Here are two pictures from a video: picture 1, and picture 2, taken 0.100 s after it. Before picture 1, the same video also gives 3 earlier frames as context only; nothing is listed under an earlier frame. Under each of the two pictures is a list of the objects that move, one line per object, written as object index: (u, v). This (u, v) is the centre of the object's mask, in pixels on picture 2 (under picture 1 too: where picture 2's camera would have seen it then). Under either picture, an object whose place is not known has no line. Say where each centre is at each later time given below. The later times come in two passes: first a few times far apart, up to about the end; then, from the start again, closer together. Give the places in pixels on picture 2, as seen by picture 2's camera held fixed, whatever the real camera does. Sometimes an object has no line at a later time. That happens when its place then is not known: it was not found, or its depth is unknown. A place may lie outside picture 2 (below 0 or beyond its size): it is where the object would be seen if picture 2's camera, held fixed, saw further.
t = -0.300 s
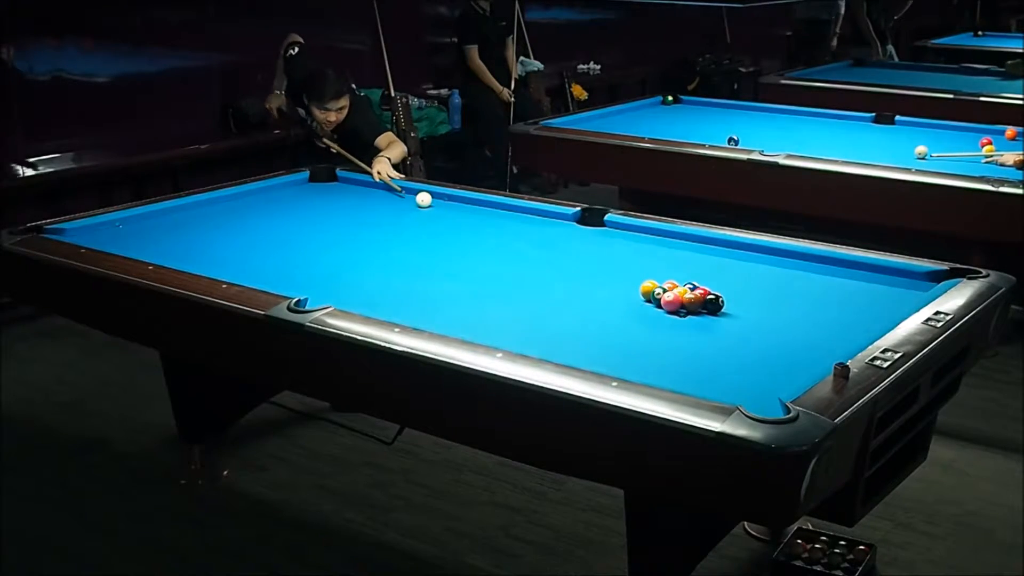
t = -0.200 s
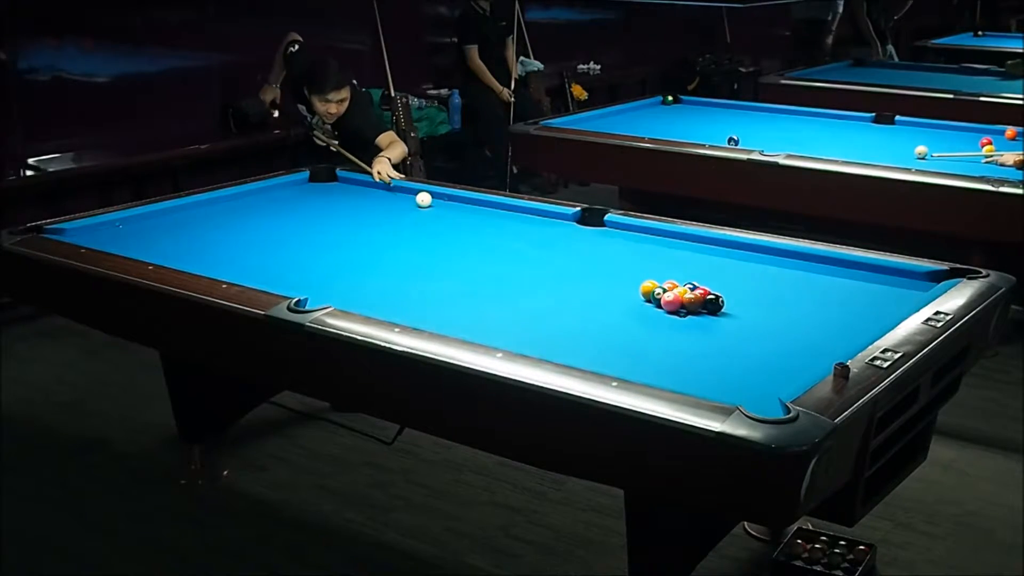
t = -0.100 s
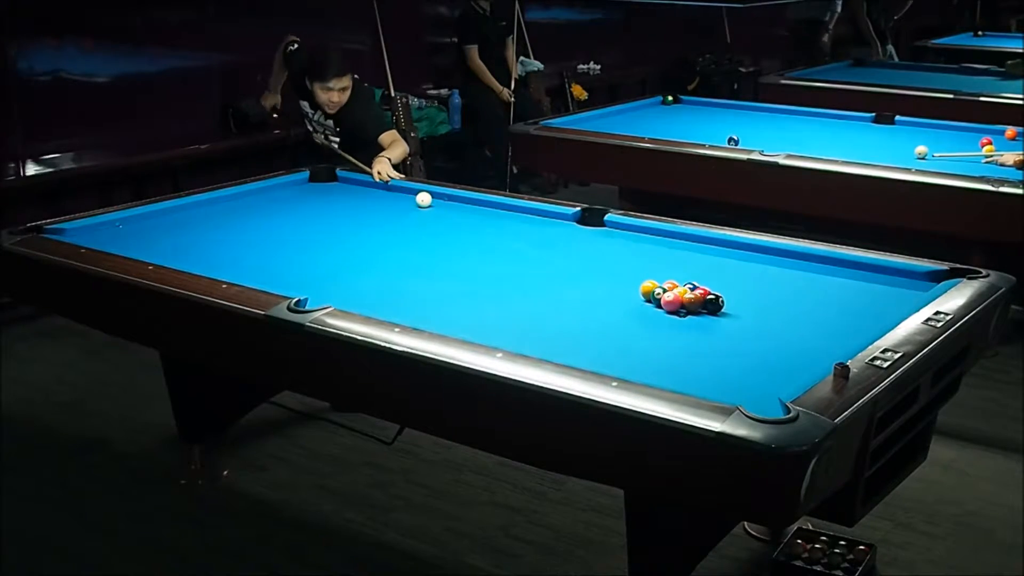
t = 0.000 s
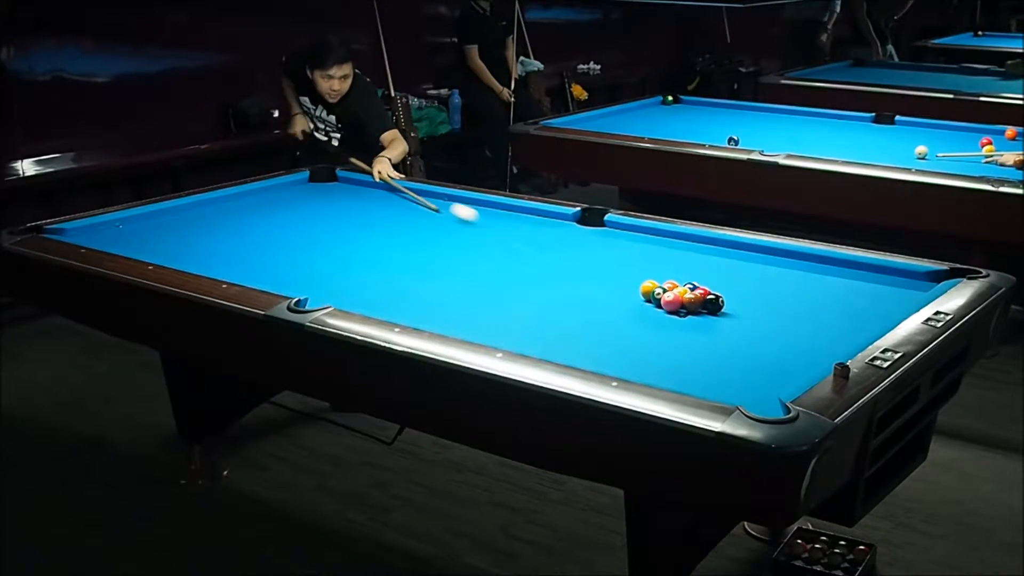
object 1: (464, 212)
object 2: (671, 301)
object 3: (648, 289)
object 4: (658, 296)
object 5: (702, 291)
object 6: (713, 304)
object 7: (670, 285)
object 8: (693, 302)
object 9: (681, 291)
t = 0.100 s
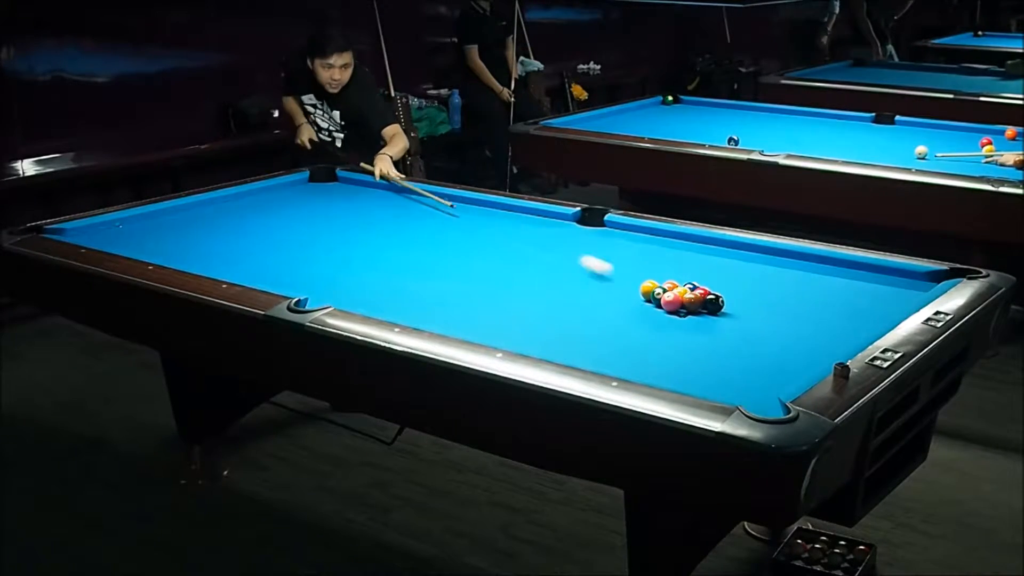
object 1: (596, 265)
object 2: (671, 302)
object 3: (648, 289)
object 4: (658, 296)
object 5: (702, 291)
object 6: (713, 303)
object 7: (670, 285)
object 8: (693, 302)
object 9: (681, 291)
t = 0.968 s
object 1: (702, 259)
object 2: (795, 265)
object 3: (323, 297)
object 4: (513, 315)
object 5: (719, 265)
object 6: (900, 286)
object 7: (682, 275)
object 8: (828, 342)
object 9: (696, 299)
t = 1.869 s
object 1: (670, 242)
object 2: (535, 242)
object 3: (350, 256)
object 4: (527, 263)
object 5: (680, 251)
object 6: (839, 274)
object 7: (575, 299)
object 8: (757, 335)
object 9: (696, 299)
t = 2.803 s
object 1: (597, 248)
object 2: (358, 215)
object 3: (371, 227)
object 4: (538, 227)
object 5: (662, 244)
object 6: (764, 277)
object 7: (455, 324)
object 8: (695, 328)
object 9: (696, 299)
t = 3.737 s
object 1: (545, 251)
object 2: (231, 197)
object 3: (387, 207)
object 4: (518, 215)
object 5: (658, 242)
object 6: (713, 278)
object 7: (486, 303)
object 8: (663, 324)
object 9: (696, 299)
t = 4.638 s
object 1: (516, 254)
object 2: (255, 214)
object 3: (397, 193)
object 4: (482, 217)
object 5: (658, 242)
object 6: (687, 279)
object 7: (504, 290)
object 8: (659, 323)
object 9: (696, 299)
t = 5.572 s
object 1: (507, 255)
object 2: (275, 230)
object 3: (390, 189)
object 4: (463, 218)
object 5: (658, 242)
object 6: (682, 279)
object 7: (514, 284)
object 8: (659, 323)
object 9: (696, 299)
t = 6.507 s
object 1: (507, 255)
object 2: (289, 242)
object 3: (385, 190)
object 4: (460, 218)
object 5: (658, 242)
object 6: (682, 279)
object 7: (514, 284)
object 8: (659, 323)
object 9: (696, 299)
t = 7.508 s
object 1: (507, 255)
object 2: (296, 250)
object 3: (384, 190)
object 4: (460, 218)
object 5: (658, 242)
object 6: (682, 279)
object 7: (514, 284)
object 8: (659, 323)
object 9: (696, 299)
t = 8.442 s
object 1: (507, 255)
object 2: (295, 253)
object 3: (384, 190)
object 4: (460, 218)
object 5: (658, 242)
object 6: (682, 279)
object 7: (514, 284)
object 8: (659, 323)
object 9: (696, 299)
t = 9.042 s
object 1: (507, 255)
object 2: (295, 253)
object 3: (384, 190)
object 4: (460, 218)
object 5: (658, 242)
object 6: (682, 279)
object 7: (514, 284)
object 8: (659, 323)
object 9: (696, 299)
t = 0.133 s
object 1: (638, 278)
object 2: (672, 304)
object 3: (645, 289)
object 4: (657, 296)
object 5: (705, 291)
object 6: (715, 303)
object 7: (670, 285)
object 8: (694, 302)
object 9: (681, 292)
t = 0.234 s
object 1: (645, 278)
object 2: (686, 368)
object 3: (601, 292)
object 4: (624, 308)
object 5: (754, 299)
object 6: (816, 310)
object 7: (671, 288)
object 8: (712, 308)
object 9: (684, 297)
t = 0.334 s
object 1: (651, 274)
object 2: (761, 372)
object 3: (561, 293)
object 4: (592, 318)
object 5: (795, 301)
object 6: (873, 314)
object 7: (673, 286)
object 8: (727, 313)
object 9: (687, 297)
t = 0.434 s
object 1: (660, 271)
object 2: (823, 349)
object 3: (523, 293)
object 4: (562, 327)
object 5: (811, 299)
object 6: (854, 306)
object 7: (675, 284)
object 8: (743, 317)
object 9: (689, 297)
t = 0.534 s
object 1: (668, 267)
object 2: (828, 323)
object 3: (485, 294)
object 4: (532, 336)
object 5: (782, 291)
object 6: (884, 305)
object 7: (676, 283)
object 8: (758, 322)
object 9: (692, 298)
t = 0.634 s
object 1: (676, 264)
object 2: (833, 302)
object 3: (447, 295)
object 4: (504, 339)
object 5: (762, 284)
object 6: (903, 301)
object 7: (677, 281)
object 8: (774, 327)
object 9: (693, 298)
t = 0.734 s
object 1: (685, 263)
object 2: (837, 284)
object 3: (410, 295)
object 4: (509, 332)
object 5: (749, 278)
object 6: (902, 297)
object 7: (679, 279)
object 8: (790, 331)
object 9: (694, 298)
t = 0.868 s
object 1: (695, 261)
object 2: (842, 263)
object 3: (360, 297)
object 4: (512, 323)
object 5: (732, 271)
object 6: (901, 291)
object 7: (681, 277)
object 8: (811, 337)
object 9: (695, 299)
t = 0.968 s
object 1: (702, 259)
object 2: (795, 265)
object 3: (323, 297)
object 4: (513, 315)
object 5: (719, 265)
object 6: (900, 286)
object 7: (682, 275)
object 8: (828, 342)
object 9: (696, 299)
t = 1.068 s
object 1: (703, 254)
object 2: (749, 266)
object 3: (322, 293)
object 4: (515, 308)
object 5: (712, 263)
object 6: (899, 282)
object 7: (683, 274)
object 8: (837, 344)
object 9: (696, 299)
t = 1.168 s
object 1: (707, 249)
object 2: (706, 267)
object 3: (327, 288)
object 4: (517, 302)
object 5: (708, 256)
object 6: (898, 277)
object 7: (684, 272)
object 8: (827, 344)
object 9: (696, 299)
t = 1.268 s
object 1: (710, 246)
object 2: (679, 263)
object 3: (330, 283)
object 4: (519, 295)
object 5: (703, 259)
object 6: (897, 273)
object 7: (669, 276)
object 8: (815, 343)
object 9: (696, 299)
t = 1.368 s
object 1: (711, 243)
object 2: (653, 259)
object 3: (334, 278)
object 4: (520, 289)
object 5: (698, 258)
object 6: (889, 273)
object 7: (652, 280)
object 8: (805, 341)
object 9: (696, 299)
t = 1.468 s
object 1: (709, 241)
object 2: (628, 256)
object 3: (338, 273)
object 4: (522, 283)
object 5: (694, 256)
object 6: (879, 273)
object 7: (637, 284)
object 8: (794, 340)
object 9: (696, 299)
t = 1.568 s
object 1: (700, 241)
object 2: (604, 252)
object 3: (341, 269)
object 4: (523, 278)
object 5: (690, 255)
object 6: (868, 273)
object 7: (621, 287)
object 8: (785, 339)
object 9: (696, 299)
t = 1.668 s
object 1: (690, 240)
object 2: (580, 248)
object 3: (344, 264)
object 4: (524, 273)
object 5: (686, 254)
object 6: (858, 273)
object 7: (606, 291)
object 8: (775, 338)
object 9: (696, 299)
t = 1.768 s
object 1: (679, 240)
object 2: (557, 245)
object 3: (347, 260)
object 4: (526, 268)
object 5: (683, 253)
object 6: (848, 274)
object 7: (590, 295)
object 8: (766, 336)
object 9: (696, 299)
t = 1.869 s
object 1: (670, 242)
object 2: (535, 242)
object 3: (350, 256)
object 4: (527, 263)
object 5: (680, 251)
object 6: (839, 274)
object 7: (575, 299)
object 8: (757, 335)
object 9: (696, 299)
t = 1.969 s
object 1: (661, 244)
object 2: (514, 238)
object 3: (353, 253)
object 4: (529, 258)
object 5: (677, 250)
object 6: (830, 274)
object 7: (559, 302)
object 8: (749, 334)
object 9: (696, 299)
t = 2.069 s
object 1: (653, 244)
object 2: (493, 235)
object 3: (355, 249)
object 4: (530, 254)
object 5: (674, 249)
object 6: (821, 274)
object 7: (544, 306)
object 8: (741, 333)
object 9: (696, 299)
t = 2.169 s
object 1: (645, 245)
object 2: (473, 232)
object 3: (358, 246)
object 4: (531, 250)
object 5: (672, 248)
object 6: (812, 275)
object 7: (528, 310)
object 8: (734, 332)
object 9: (696, 299)
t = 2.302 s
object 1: (634, 245)
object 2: (447, 229)
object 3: (361, 241)
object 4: (533, 245)
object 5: (669, 247)
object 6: (801, 276)
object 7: (507, 315)
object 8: (724, 331)
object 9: (696, 299)
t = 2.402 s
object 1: (626, 246)
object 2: (428, 226)
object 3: (363, 238)
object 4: (534, 241)
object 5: (667, 246)
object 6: (793, 276)
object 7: (492, 319)
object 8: (717, 330)
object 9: (696, 299)
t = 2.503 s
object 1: (618, 246)
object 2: (410, 223)
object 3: (365, 235)
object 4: (535, 237)
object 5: (666, 245)
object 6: (785, 276)
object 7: (476, 323)
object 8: (711, 329)
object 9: (696, 299)
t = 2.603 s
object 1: (611, 247)
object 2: (392, 220)
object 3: (368, 232)
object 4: (537, 234)
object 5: (664, 245)
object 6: (778, 276)
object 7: (461, 325)
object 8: (705, 329)
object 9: (696, 299)
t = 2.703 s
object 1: (604, 247)
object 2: (376, 216)
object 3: (370, 229)
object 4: (537, 230)
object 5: (663, 244)
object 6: (770, 277)
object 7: (450, 325)
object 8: (700, 328)
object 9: (696, 299)
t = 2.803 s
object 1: (597, 248)
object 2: (358, 215)
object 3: (371, 227)
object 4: (538, 227)
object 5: (662, 244)
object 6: (764, 277)
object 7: (455, 324)
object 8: (695, 328)
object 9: (696, 299)
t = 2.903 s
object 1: (591, 248)
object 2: (342, 213)
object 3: (373, 224)
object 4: (539, 224)
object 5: (661, 243)
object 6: (757, 277)
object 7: (458, 322)
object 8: (690, 327)
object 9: (696, 299)
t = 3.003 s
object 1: (584, 249)
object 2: (326, 210)
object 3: (375, 222)
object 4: (541, 221)
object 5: (660, 243)
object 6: (751, 277)
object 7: (462, 320)
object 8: (685, 327)
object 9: (696, 299)
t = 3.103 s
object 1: (578, 249)
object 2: (311, 208)
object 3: (377, 220)
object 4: (541, 218)
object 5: (659, 243)
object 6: (745, 277)
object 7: (466, 317)
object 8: (681, 326)
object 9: (696, 299)
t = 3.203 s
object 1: (572, 250)
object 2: (296, 206)
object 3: (378, 217)
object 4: (542, 215)
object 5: (659, 243)
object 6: (739, 277)
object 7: (469, 315)
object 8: (677, 326)
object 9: (696, 299)
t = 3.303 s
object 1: (567, 250)
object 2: (282, 204)
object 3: (380, 215)
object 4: (542, 213)
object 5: (658, 242)
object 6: (733, 277)
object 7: (473, 312)
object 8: (674, 325)
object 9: (696, 299)
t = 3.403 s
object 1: (561, 250)
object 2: (267, 202)
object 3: (381, 213)
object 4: (536, 214)
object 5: (658, 242)
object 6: (728, 278)
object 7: (476, 310)
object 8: (671, 325)
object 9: (696, 299)
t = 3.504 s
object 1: (556, 251)
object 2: (254, 200)
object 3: (383, 211)
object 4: (530, 214)
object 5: (658, 242)
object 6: (723, 278)
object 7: (479, 308)
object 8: (668, 325)
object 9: (696, 299)
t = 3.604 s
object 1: (551, 251)
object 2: (240, 197)
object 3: (385, 209)
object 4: (525, 214)
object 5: (658, 242)
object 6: (718, 278)
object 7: (482, 306)
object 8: (666, 324)
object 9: (696, 299)
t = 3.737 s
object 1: (545, 251)
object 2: (231, 197)
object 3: (387, 207)
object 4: (518, 215)
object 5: (658, 242)
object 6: (713, 278)
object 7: (486, 303)
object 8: (663, 324)
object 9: (696, 299)
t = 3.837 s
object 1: (541, 252)
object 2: (234, 199)
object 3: (388, 205)
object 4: (513, 215)
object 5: (658, 242)
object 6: (709, 278)
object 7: (488, 301)
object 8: (661, 323)
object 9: (696, 299)
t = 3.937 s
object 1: (537, 252)
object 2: (237, 202)
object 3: (389, 203)
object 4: (508, 215)
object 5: (658, 242)
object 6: (705, 278)
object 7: (491, 300)
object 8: (660, 323)
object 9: (696, 299)
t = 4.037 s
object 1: (534, 252)
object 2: (240, 203)
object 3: (391, 202)
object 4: (504, 216)
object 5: (658, 242)
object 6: (702, 279)
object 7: (493, 298)
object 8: (659, 323)
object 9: (696, 299)
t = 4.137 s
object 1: (530, 253)
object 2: (242, 205)
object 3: (392, 200)
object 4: (500, 216)
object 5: (658, 242)
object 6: (698, 278)
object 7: (495, 296)
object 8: (658, 323)
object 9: (696, 299)
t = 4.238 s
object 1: (527, 253)
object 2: (245, 207)
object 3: (393, 199)
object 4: (495, 216)
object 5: (658, 242)
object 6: (696, 278)
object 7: (498, 295)
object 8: (658, 323)
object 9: (696, 299)
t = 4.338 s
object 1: (524, 253)
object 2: (247, 209)
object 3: (394, 197)
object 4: (492, 216)
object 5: (658, 242)
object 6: (693, 279)
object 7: (499, 293)
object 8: (658, 323)
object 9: (696, 299)
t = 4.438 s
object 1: (521, 253)
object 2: (250, 211)
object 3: (395, 196)
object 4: (488, 217)
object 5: (658, 242)
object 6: (691, 279)
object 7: (501, 292)
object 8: (658, 323)
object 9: (696, 299)
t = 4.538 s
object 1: (518, 253)
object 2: (252, 213)
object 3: (396, 195)
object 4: (485, 217)
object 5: (658, 242)
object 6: (688, 279)
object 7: (503, 291)
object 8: (658, 323)
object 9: (696, 299)
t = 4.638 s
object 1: (516, 254)
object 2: (255, 214)
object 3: (397, 193)
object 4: (482, 217)
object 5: (658, 242)
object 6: (687, 279)
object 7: (504, 290)
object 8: (659, 323)
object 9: (696, 299)
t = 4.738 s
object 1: (514, 254)
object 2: (257, 216)
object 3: (398, 192)
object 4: (479, 217)
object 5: (658, 242)
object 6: (685, 279)
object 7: (506, 289)
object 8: (659, 323)
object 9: (696, 299)
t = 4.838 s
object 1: (513, 254)
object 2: (260, 218)
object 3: (399, 191)
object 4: (476, 217)
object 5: (658, 242)
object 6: (684, 279)
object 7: (507, 288)
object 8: (658, 323)
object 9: (696, 299)
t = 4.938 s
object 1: (511, 254)
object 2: (262, 220)
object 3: (399, 190)
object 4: (473, 218)
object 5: (658, 242)
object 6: (683, 279)
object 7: (509, 287)
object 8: (658, 323)
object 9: (696, 299)
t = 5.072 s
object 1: (510, 254)
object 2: (265, 222)
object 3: (400, 189)
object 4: (470, 218)
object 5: (658, 242)
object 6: (682, 279)
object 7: (510, 286)
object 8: (658, 323)
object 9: (696, 299)
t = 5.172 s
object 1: (509, 254)
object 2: (268, 224)
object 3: (398, 189)
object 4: (468, 218)
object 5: (658, 242)
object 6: (681, 279)
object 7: (511, 286)
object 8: (658, 323)
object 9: (696, 299)
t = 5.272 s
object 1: (508, 255)
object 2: (269, 225)
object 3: (396, 189)
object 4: (466, 218)
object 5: (658, 242)
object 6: (681, 279)
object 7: (512, 285)
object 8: (658, 323)
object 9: (696, 299)
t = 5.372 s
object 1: (507, 255)
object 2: (271, 227)
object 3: (394, 189)
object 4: (465, 218)
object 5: (658, 242)
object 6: (682, 279)
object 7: (513, 285)
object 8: (659, 323)
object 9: (696, 299)
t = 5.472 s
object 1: (507, 255)
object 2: (274, 228)
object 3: (392, 189)
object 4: (463, 218)
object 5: (658, 242)
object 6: (682, 279)
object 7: (513, 285)
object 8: (659, 323)
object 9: (696, 299)
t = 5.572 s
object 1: (507, 255)
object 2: (275, 230)
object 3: (390, 189)
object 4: (463, 218)
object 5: (658, 242)
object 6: (682, 279)
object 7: (514, 284)
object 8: (659, 323)
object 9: (696, 299)
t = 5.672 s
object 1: (507, 255)
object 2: (278, 231)
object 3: (389, 189)
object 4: (462, 218)
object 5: (658, 242)
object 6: (682, 279)
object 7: (514, 284)
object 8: (659, 323)
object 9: (696, 299)
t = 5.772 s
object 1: (507, 255)
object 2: (280, 233)
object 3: (388, 189)
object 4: (461, 218)
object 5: (658, 242)
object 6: (682, 279)
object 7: (514, 284)
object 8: (659, 323)
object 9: (696, 299)
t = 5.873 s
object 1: (507, 255)
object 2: (281, 234)
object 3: (386, 190)
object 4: (460, 218)
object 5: (658, 242)
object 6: (682, 279)
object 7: (514, 284)
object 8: (659, 323)
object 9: (696, 299)
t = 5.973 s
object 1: (507, 255)
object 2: (283, 236)
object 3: (385, 190)
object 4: (460, 218)
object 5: (658, 242)
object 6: (682, 279)
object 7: (514, 284)
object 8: (659, 323)
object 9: (696, 299)
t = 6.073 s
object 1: (507, 255)
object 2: (284, 237)
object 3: (385, 190)
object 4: (460, 218)
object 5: (658, 242)
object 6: (682, 279)
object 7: (514, 284)
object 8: (659, 323)
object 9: (696, 299)
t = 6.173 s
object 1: (507, 255)
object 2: (286, 238)
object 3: (385, 190)
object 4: (460, 218)
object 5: (658, 242)
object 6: (682, 279)
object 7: (514, 284)
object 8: (659, 323)
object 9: (696, 299)
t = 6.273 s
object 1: (507, 255)
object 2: (287, 239)
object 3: (384, 190)
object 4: (460, 218)
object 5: (658, 242)
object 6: (682, 279)
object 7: (514, 284)
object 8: (659, 323)
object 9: (696, 299)
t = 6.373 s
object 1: (507, 255)
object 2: (288, 241)
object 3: (384, 190)
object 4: (460, 218)
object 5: (658, 242)
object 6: (682, 279)
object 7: (514, 284)
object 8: (659, 323)
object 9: (696, 299)
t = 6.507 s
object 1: (507, 255)
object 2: (289, 242)
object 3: (385, 190)
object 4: (460, 218)
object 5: (658, 242)
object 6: (682, 279)
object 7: (514, 284)
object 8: (659, 323)
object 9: (696, 299)
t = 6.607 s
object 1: (507, 255)
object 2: (290, 243)
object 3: (385, 190)
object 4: (460, 218)
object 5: (658, 242)
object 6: (682, 279)
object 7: (514, 284)
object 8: (659, 323)
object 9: (696, 299)
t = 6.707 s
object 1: (507, 255)
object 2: (291, 244)
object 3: (385, 190)
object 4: (460, 218)
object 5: (658, 242)
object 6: (682, 279)
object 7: (514, 284)
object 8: (659, 323)
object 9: (696, 299)
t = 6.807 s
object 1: (507, 255)
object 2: (292, 245)
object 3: (384, 190)
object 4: (460, 218)
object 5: (658, 242)
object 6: (682, 279)
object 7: (514, 284)
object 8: (659, 323)
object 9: (696, 299)
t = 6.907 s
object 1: (507, 255)
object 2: (293, 246)
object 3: (384, 190)
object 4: (460, 218)
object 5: (658, 242)
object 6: (682, 279)
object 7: (514, 284)
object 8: (659, 323)
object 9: (696, 299)
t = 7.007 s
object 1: (507, 255)
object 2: (293, 247)
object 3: (385, 190)
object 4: (460, 218)
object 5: (658, 242)
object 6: (682, 279)
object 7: (514, 284)
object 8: (659, 323)
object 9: (696, 299)
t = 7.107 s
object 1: (507, 255)
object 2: (294, 248)
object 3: (385, 190)
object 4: (460, 218)
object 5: (658, 242)
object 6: (682, 279)
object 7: (514, 284)
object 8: (659, 323)
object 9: (696, 299)
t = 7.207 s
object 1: (507, 255)
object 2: (294, 249)
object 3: (384, 190)
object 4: (460, 218)
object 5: (658, 242)
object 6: (682, 279)
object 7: (514, 284)
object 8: (659, 323)
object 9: (696, 299)
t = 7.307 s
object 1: (507, 255)
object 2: (295, 249)
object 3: (384, 190)
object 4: (460, 218)
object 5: (658, 242)
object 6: (682, 279)
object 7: (514, 284)
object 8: (659, 323)
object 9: (696, 299)
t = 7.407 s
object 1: (507, 255)
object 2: (295, 250)
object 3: (385, 190)
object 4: (460, 218)
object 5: (658, 242)
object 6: (682, 279)
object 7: (514, 284)
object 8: (659, 323)
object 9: (696, 299)
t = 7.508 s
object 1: (507, 255)
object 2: (296, 250)
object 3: (384, 190)
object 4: (460, 218)
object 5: (658, 242)
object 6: (682, 279)
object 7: (514, 284)
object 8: (659, 323)
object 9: (696, 299)
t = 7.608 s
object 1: (507, 255)
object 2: (296, 251)
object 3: (384, 190)
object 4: (460, 218)
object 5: (658, 242)
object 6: (682, 279)
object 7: (514, 284)
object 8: (658, 323)
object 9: (696, 299)
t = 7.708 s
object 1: (507, 255)
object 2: (296, 251)
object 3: (384, 190)
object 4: (460, 218)
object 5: (658, 242)
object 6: (682, 279)
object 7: (514, 284)
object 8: (658, 323)
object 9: (696, 299)
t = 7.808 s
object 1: (507, 255)
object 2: (296, 252)
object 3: (385, 190)
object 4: (460, 218)
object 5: (658, 242)
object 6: (682, 279)
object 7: (514, 284)
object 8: (658, 323)
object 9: (696, 299)
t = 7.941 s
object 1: (507, 255)
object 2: (297, 252)
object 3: (384, 190)
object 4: (460, 218)
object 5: (658, 242)
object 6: (682, 279)
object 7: (514, 284)
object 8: (659, 323)
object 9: (696, 299)
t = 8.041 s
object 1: (507, 255)
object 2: (297, 253)
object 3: (384, 190)
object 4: (460, 218)
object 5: (658, 242)
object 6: (682, 279)
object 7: (514, 284)
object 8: (659, 323)
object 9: (696, 299)
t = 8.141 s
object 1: (507, 255)
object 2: (297, 253)
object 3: (385, 190)
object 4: (460, 218)
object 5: (658, 242)
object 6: (682, 279)
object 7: (514, 284)
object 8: (659, 323)
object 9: (696, 299)
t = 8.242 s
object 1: (507, 255)
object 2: (296, 253)
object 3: (384, 190)
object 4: (460, 218)
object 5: (658, 242)
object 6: (682, 279)
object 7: (514, 284)
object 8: (659, 323)
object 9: (696, 299)
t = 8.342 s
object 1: (507, 255)
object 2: (296, 253)
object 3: (385, 190)
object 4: (460, 218)
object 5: (658, 242)
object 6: (682, 279)
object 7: (514, 284)
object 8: (659, 323)
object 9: (696, 299)
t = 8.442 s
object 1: (507, 255)
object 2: (295, 253)
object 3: (384, 190)
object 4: (460, 218)
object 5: (658, 242)
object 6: (682, 279)
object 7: (514, 284)
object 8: (659, 323)
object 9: (696, 299)
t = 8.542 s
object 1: (507, 255)
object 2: (295, 253)
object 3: (384, 190)
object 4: (460, 218)
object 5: (658, 242)
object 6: (682, 279)
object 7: (514, 284)
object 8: (659, 323)
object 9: (696, 299)
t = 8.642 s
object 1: (507, 255)
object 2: (295, 253)
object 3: (384, 190)
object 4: (460, 218)
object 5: (658, 242)
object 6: (682, 279)
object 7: (514, 284)
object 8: (659, 323)
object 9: (696, 299)
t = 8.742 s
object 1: (507, 255)
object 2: (295, 253)
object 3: (384, 190)
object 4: (460, 218)
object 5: (658, 242)
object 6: (682, 279)
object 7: (514, 284)
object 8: (659, 323)
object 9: (696, 299)
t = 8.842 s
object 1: (507, 255)
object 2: (295, 253)
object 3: (384, 190)
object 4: (460, 218)
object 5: (658, 242)
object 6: (682, 279)
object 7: (514, 284)
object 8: (659, 323)
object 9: (696, 299)
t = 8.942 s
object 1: (507, 255)
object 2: (295, 253)
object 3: (384, 190)
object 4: (460, 218)
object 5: (658, 242)
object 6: (682, 279)
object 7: (514, 284)
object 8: (659, 323)
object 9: (696, 299)
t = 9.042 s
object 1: (507, 255)
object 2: (295, 253)
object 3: (384, 190)
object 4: (460, 218)
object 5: (658, 242)
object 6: (682, 279)
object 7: (514, 284)
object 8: (659, 323)
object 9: (696, 299)
